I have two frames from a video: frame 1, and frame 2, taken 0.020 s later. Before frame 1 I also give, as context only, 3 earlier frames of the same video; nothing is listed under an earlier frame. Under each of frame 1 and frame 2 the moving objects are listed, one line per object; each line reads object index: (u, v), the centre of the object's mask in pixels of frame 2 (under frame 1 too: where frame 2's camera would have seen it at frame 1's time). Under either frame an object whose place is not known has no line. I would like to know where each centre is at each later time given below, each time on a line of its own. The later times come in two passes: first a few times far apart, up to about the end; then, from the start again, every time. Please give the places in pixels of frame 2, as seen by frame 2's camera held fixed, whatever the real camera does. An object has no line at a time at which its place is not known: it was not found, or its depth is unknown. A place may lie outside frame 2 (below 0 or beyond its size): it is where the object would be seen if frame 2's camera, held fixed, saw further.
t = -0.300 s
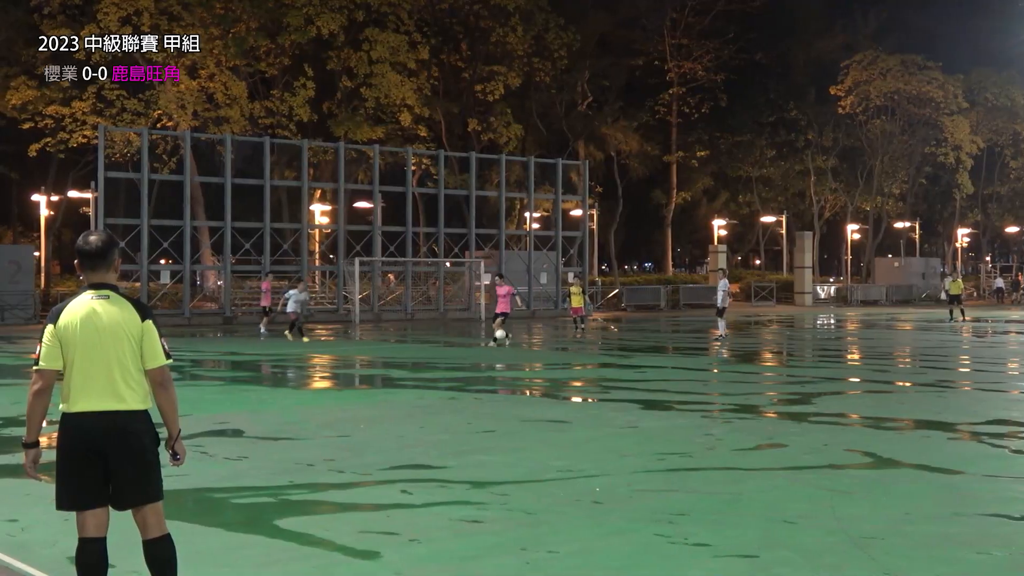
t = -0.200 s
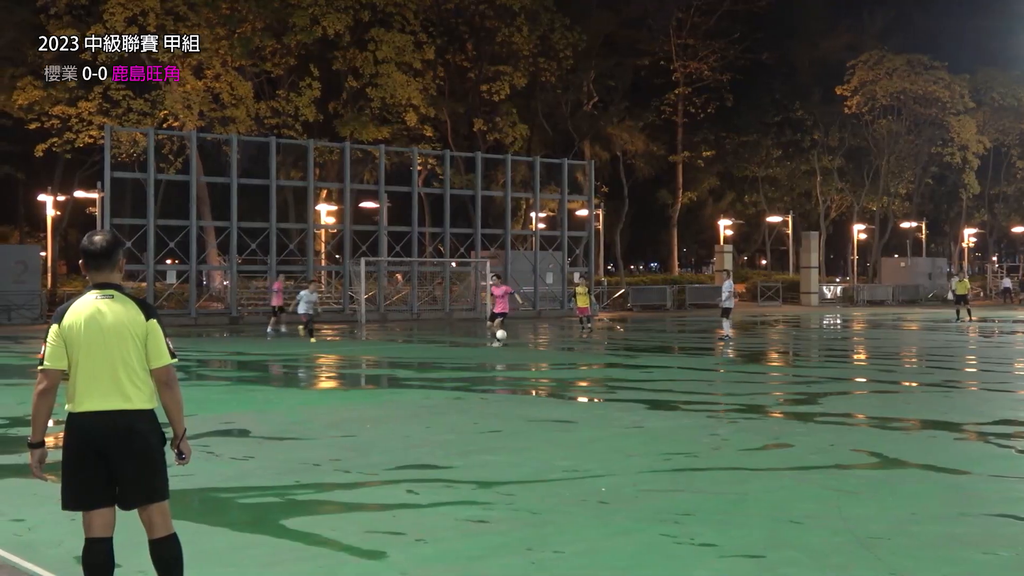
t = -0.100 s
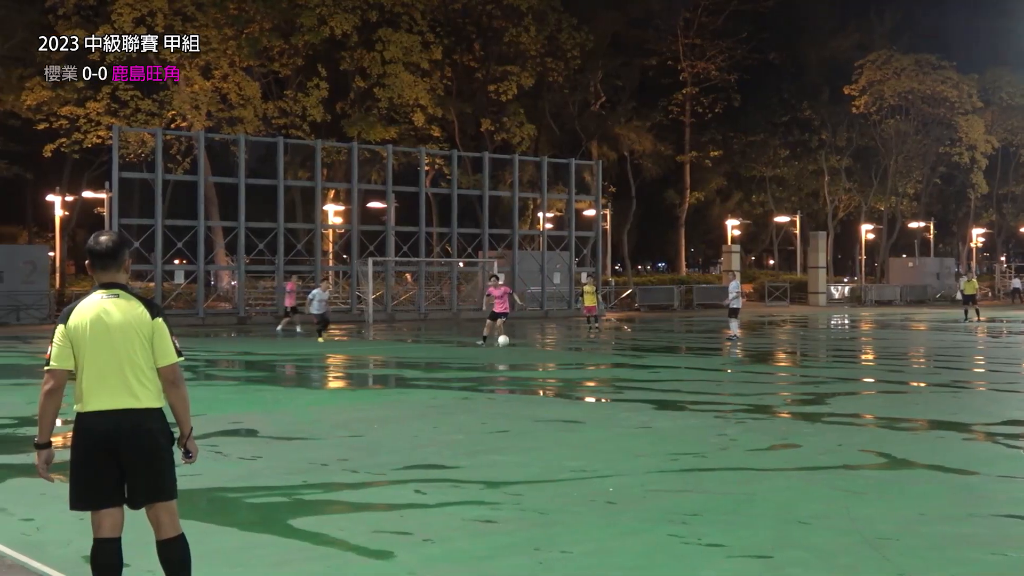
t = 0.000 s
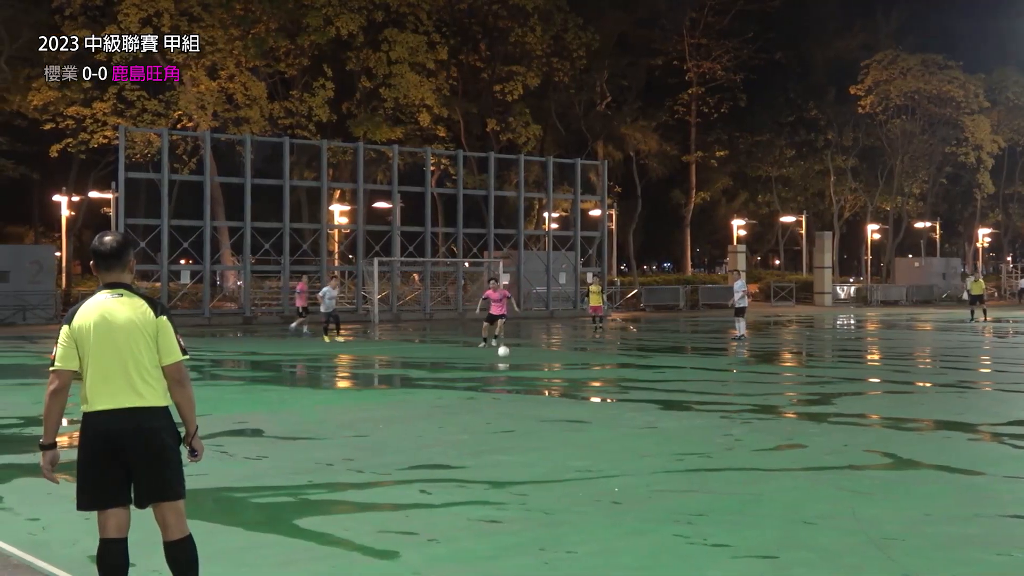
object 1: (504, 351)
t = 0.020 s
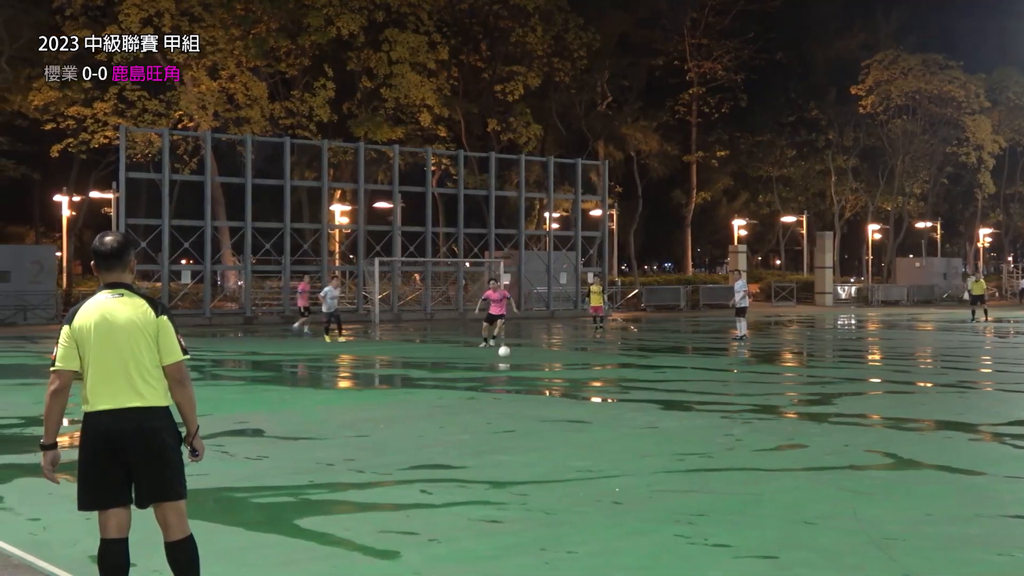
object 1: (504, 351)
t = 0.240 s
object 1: (509, 350)
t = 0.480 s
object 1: (525, 357)
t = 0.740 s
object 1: (555, 366)
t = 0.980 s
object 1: (590, 378)
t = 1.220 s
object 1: (630, 384)
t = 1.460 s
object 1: (676, 389)
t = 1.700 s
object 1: (731, 400)
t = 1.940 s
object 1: (798, 417)
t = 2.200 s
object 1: (888, 444)
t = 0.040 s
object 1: (504, 350)
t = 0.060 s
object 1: (505, 349)
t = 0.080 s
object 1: (505, 348)
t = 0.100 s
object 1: (506, 348)
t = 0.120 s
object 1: (506, 347)
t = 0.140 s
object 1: (507, 347)
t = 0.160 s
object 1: (507, 347)
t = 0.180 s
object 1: (508, 348)
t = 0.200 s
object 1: (508, 349)
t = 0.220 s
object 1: (509, 349)
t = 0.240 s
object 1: (509, 350)
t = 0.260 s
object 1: (510, 352)
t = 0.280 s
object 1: (510, 353)
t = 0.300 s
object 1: (511, 355)
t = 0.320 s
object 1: (511, 358)
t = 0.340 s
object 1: (512, 360)
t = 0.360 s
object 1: (513, 361)
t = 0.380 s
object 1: (515, 360)
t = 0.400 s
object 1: (517, 359)
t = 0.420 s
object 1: (519, 358)
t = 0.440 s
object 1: (521, 358)
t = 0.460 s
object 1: (523, 357)
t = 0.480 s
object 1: (525, 357)
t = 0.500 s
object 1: (527, 358)
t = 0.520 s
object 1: (529, 358)
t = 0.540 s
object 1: (531, 359)
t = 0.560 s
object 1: (533, 360)
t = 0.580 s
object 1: (535, 362)
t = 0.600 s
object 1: (537, 363)
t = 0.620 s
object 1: (539, 365)
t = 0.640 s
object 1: (542, 367)
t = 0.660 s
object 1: (544, 369)
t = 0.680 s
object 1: (546, 369)
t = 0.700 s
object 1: (549, 367)
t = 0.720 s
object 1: (552, 366)
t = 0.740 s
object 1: (555, 366)
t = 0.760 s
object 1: (557, 366)
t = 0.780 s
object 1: (560, 366)
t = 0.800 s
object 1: (563, 366)
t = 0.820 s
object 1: (566, 366)
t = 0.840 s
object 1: (569, 367)
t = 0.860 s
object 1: (572, 368)
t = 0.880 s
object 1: (574, 370)
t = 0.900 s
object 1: (577, 372)
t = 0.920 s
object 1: (581, 374)
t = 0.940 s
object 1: (584, 376)
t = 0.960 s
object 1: (587, 378)
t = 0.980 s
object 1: (590, 378)
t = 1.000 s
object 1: (593, 377)
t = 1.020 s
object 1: (596, 376)
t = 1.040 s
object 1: (599, 375)
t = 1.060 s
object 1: (602, 375)
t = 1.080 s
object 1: (605, 375)
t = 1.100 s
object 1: (609, 375)
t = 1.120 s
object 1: (612, 376)
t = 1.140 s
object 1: (616, 377)
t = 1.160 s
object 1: (619, 378)
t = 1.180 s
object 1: (622, 381)
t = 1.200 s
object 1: (626, 382)
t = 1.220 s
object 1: (630, 384)
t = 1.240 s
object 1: (633, 387)
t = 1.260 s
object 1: (637, 389)
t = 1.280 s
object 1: (640, 389)
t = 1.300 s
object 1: (644, 388)
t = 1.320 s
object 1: (648, 387)
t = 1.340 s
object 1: (652, 386)
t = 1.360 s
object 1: (656, 385)
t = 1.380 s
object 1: (660, 386)
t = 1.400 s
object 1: (663, 386)
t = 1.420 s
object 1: (667, 387)
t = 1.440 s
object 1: (672, 387)
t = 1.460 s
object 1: (676, 389)
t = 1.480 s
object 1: (680, 391)
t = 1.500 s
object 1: (685, 394)
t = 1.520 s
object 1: (689, 397)
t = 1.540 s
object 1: (694, 399)
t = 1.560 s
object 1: (698, 403)
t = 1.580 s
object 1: (703, 404)
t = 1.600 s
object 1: (707, 402)
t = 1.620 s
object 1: (712, 401)
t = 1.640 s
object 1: (716, 400)
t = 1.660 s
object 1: (721, 399)
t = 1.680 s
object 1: (726, 399)
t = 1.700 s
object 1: (731, 400)
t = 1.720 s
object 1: (736, 401)
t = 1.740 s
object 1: (741, 402)
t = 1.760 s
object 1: (747, 403)
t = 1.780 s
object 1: (752, 405)
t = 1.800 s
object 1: (757, 407)
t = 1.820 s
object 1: (763, 410)
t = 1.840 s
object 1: (769, 413)
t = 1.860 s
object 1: (775, 418)
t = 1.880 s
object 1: (781, 421)
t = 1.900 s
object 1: (787, 420)
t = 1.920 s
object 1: (792, 419)
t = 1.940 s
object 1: (798, 417)
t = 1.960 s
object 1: (804, 416)
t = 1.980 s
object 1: (811, 416)
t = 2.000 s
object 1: (817, 416)
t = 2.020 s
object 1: (823, 417)
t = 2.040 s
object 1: (830, 418)
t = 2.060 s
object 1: (836, 420)
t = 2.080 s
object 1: (843, 421)
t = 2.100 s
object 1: (850, 423)
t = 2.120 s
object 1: (857, 427)
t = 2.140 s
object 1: (865, 431)
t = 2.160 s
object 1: (872, 435)
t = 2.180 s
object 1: (880, 440)
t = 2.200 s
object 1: (888, 444)
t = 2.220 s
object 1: (896, 444)
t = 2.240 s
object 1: (903, 444)
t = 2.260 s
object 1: (911, 444)
